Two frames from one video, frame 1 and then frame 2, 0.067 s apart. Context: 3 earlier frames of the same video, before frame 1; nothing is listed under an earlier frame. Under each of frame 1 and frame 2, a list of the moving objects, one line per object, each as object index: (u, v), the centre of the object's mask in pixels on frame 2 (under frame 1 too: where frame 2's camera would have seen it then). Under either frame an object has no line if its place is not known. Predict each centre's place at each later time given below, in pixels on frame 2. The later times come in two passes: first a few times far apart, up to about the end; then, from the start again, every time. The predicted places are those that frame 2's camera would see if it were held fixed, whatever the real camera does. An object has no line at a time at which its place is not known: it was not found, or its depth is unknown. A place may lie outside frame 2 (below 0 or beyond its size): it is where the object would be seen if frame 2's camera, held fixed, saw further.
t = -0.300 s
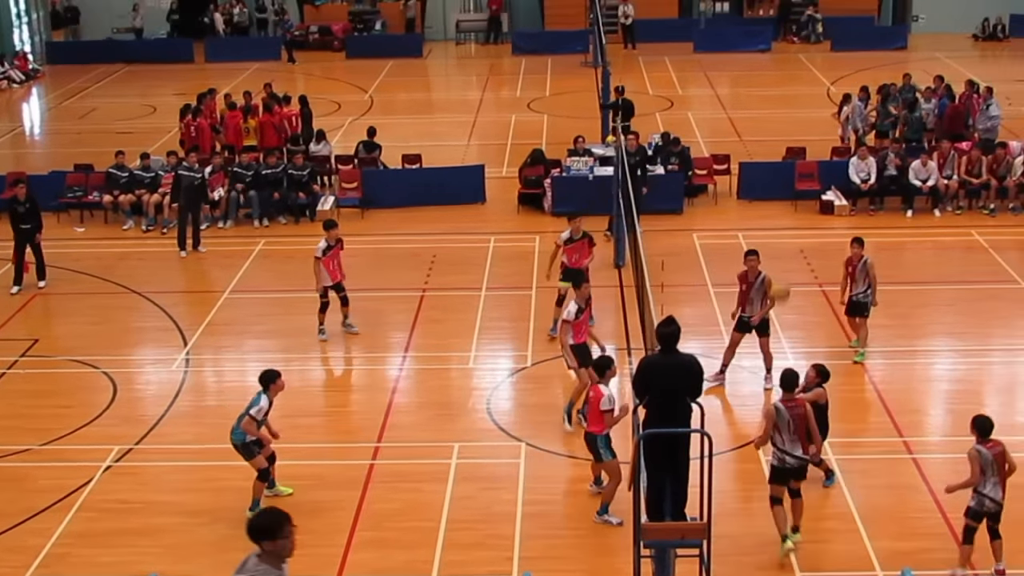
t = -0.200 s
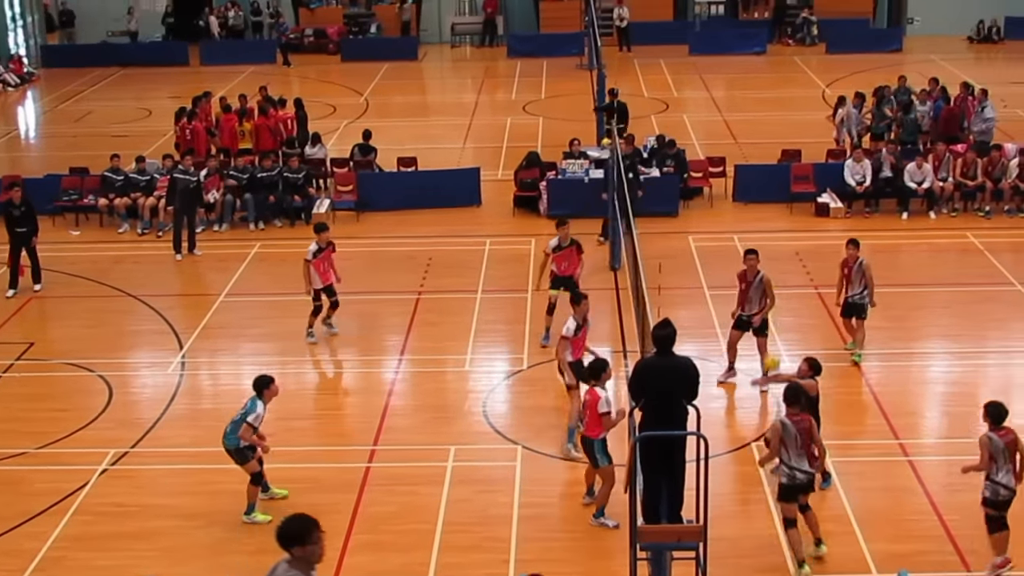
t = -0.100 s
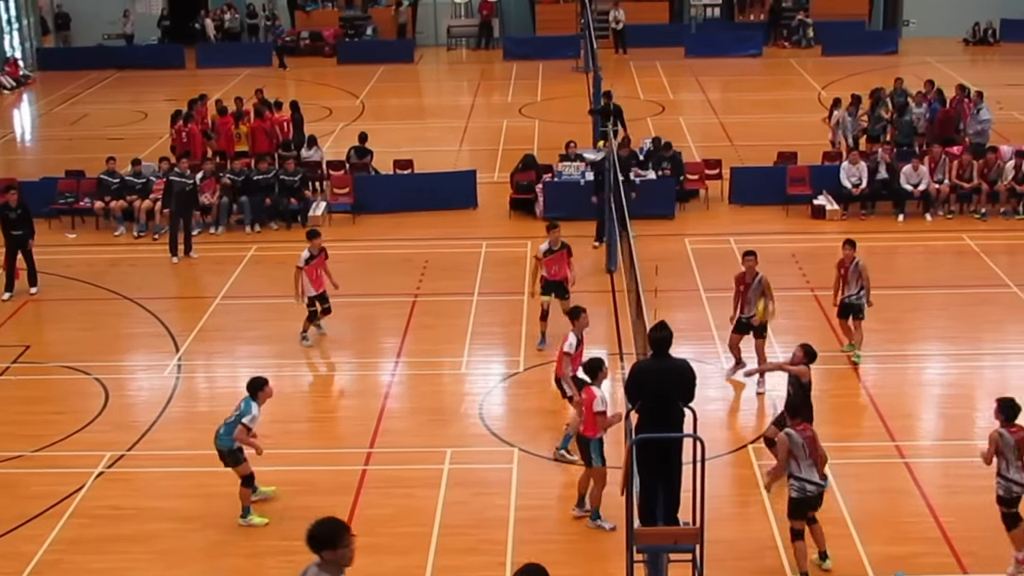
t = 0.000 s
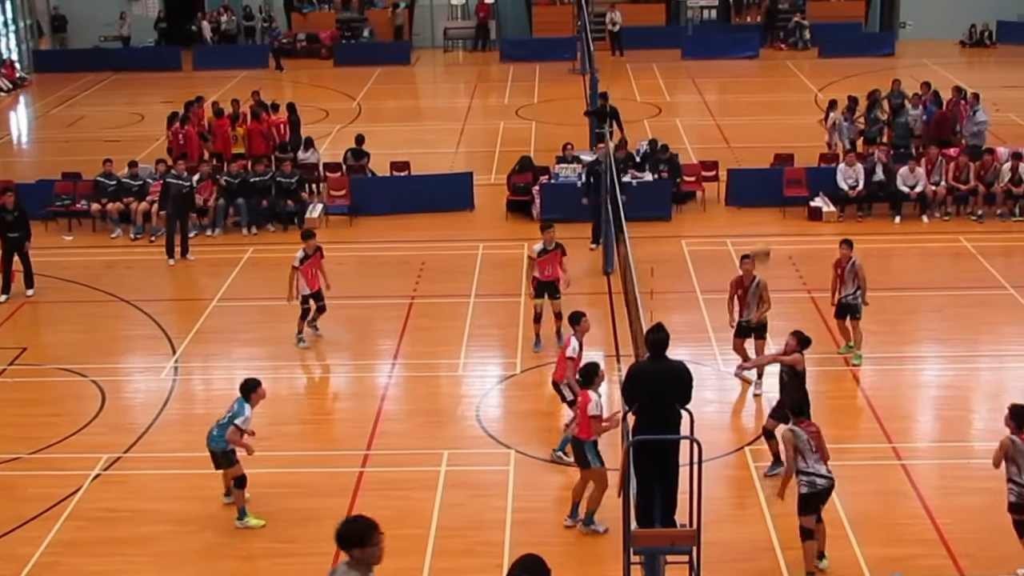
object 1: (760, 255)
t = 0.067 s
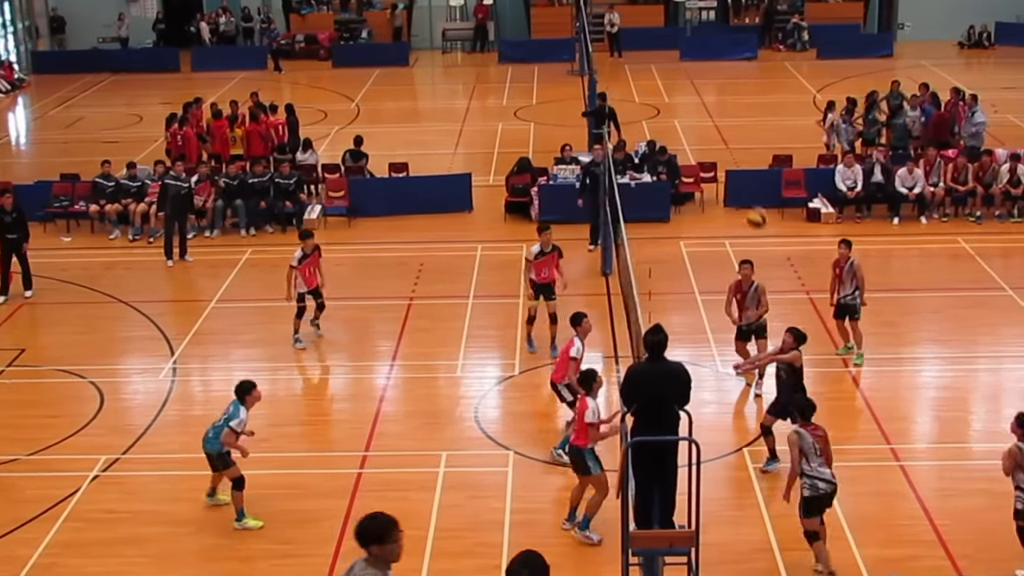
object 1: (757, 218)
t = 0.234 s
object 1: (751, 147)
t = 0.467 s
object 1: (740, 90)
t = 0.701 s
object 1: (728, 85)
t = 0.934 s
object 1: (716, 133)
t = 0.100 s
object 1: (756, 201)
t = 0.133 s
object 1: (755, 187)
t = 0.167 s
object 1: (754, 174)
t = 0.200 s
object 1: (753, 160)
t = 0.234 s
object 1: (751, 147)
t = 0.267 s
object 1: (749, 136)
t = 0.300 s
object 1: (748, 126)
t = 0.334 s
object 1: (747, 116)
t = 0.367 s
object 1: (745, 108)
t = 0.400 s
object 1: (744, 101)
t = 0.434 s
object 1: (742, 95)
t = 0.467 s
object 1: (740, 90)
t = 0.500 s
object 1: (738, 87)
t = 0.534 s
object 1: (737, 83)
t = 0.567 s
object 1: (735, 81)
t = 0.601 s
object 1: (733, 81)
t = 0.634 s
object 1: (732, 81)
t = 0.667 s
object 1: (729, 82)
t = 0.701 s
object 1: (728, 85)
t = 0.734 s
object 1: (725, 89)
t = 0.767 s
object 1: (724, 93)
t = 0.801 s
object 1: (723, 97)
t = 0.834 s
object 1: (722, 105)
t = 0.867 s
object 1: (719, 113)
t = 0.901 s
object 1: (718, 122)
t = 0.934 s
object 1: (716, 133)
